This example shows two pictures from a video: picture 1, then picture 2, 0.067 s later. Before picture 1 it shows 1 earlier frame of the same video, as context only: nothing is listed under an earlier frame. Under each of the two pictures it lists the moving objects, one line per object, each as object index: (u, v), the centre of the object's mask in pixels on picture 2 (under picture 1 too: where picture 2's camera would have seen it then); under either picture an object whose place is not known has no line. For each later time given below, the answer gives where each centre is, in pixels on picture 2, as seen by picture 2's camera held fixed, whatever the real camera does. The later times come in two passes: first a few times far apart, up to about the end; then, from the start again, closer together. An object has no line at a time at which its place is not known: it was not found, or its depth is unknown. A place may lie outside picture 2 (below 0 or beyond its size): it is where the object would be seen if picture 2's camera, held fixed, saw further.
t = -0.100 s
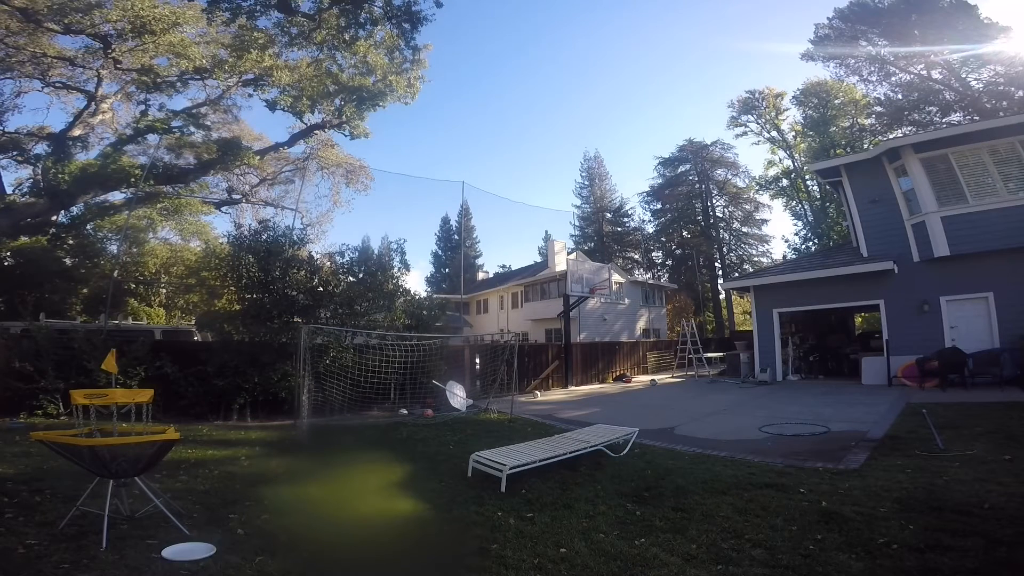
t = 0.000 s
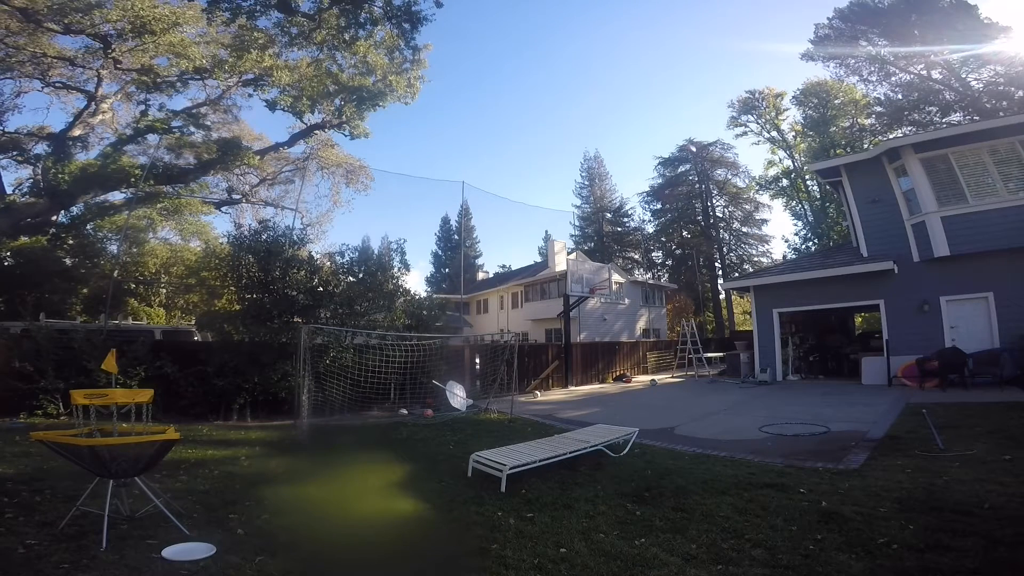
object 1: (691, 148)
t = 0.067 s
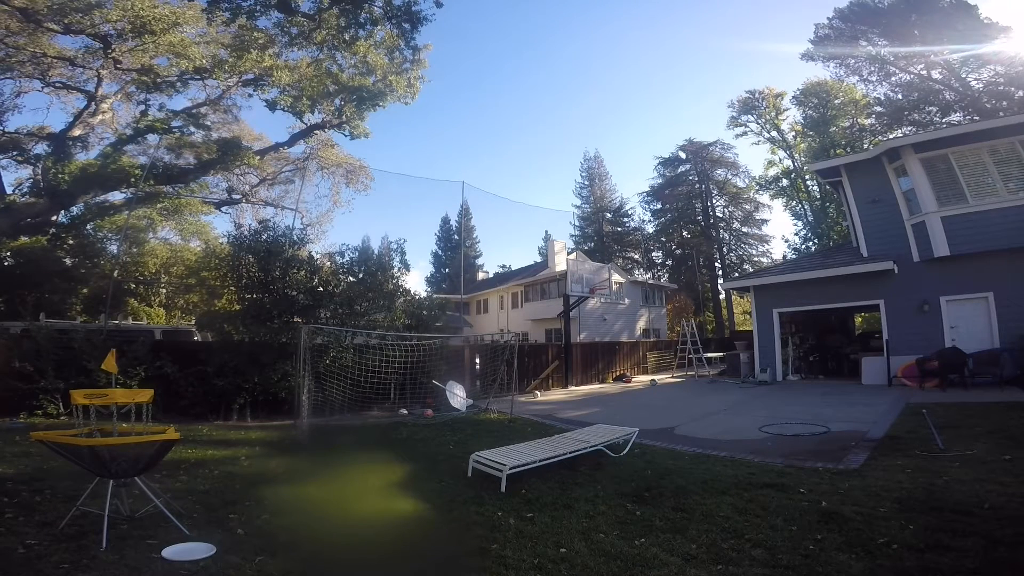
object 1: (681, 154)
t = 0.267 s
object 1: (641, 196)
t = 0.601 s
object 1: (504, 427)
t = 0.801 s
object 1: (358, 430)
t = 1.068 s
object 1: (159, 417)
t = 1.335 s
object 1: (147, 429)
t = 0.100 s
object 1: (675, 159)
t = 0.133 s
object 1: (669, 165)
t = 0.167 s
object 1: (662, 172)
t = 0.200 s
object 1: (656, 178)
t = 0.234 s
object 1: (649, 186)
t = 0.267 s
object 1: (641, 196)
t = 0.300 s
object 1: (633, 207)
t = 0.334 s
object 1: (623, 220)
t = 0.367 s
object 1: (613, 236)
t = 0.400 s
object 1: (602, 254)
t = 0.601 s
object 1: (504, 427)
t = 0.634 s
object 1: (485, 439)
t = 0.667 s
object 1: (464, 436)
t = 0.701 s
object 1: (441, 433)
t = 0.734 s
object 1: (415, 432)
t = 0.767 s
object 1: (387, 431)
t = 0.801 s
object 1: (358, 430)
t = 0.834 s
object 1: (324, 431)
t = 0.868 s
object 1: (289, 431)
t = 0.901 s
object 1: (251, 433)
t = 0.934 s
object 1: (211, 435)
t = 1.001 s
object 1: (164, 428)
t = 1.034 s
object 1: (161, 422)
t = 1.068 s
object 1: (159, 417)
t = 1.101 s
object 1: (155, 414)
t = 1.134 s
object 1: (155, 412)
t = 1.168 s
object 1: (154, 413)
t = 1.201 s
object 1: (155, 415)
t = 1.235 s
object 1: (154, 419)
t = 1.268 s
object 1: (153, 423)
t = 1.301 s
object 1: (150, 426)
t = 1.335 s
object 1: (147, 429)
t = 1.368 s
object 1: (144, 431)
